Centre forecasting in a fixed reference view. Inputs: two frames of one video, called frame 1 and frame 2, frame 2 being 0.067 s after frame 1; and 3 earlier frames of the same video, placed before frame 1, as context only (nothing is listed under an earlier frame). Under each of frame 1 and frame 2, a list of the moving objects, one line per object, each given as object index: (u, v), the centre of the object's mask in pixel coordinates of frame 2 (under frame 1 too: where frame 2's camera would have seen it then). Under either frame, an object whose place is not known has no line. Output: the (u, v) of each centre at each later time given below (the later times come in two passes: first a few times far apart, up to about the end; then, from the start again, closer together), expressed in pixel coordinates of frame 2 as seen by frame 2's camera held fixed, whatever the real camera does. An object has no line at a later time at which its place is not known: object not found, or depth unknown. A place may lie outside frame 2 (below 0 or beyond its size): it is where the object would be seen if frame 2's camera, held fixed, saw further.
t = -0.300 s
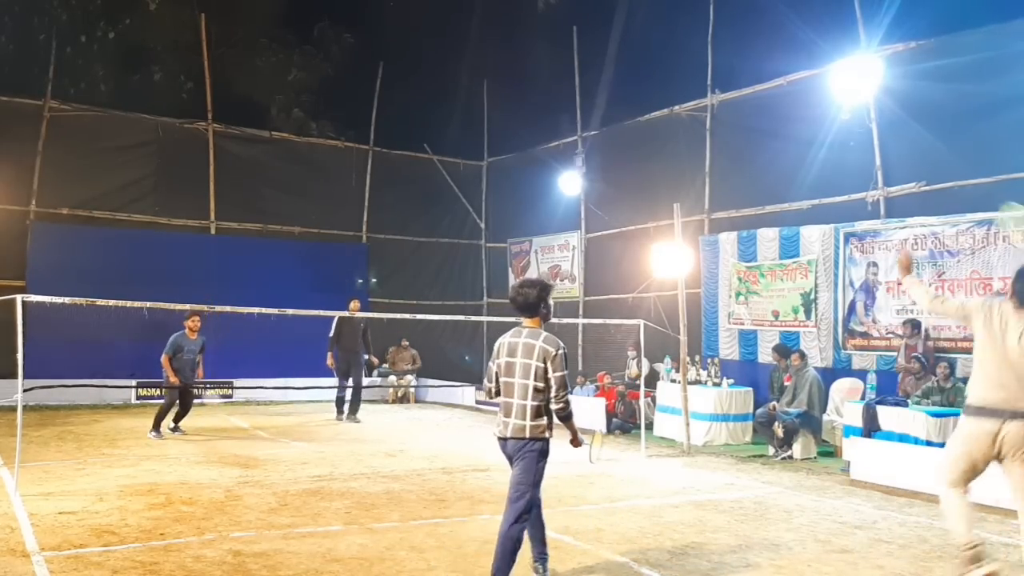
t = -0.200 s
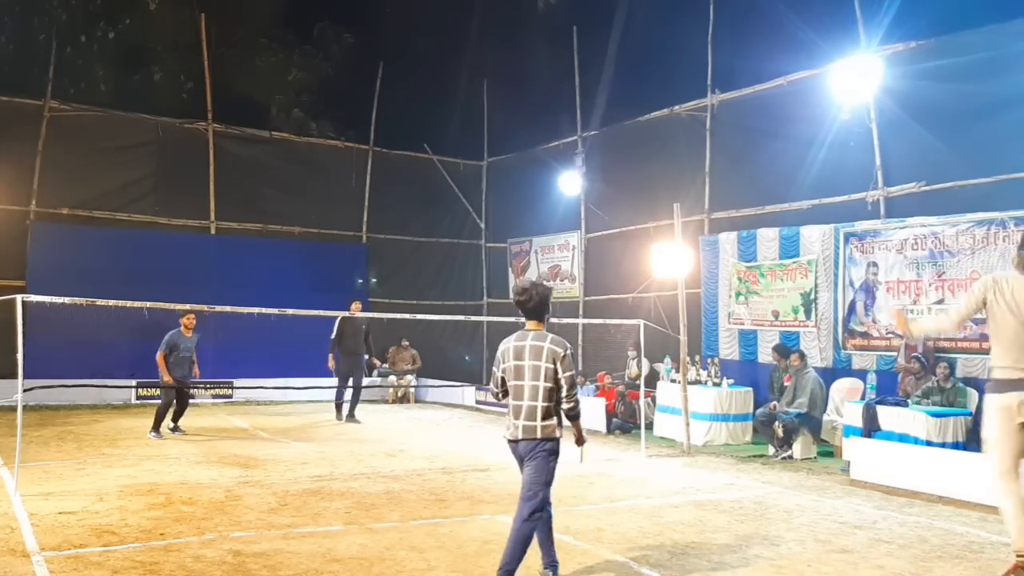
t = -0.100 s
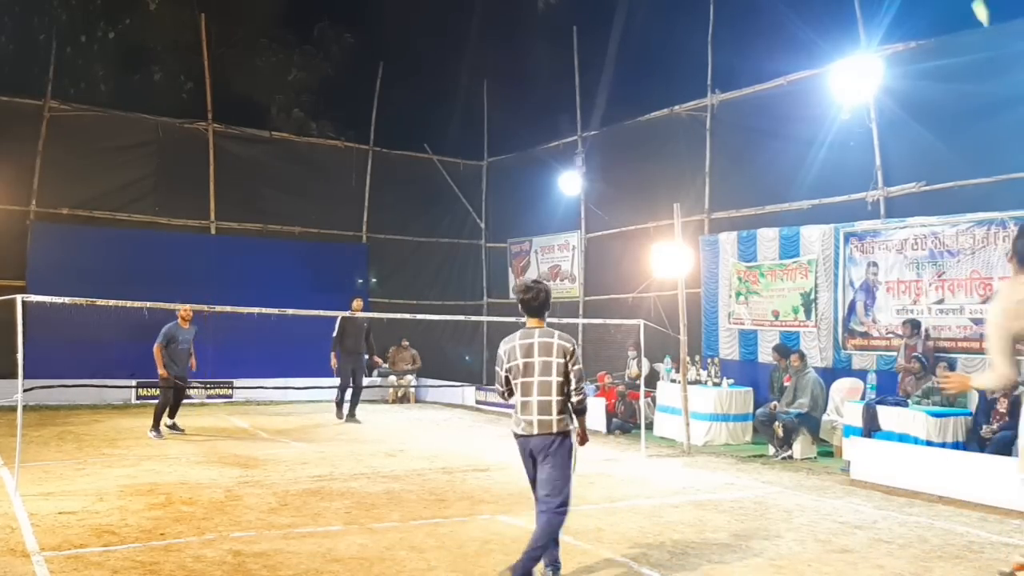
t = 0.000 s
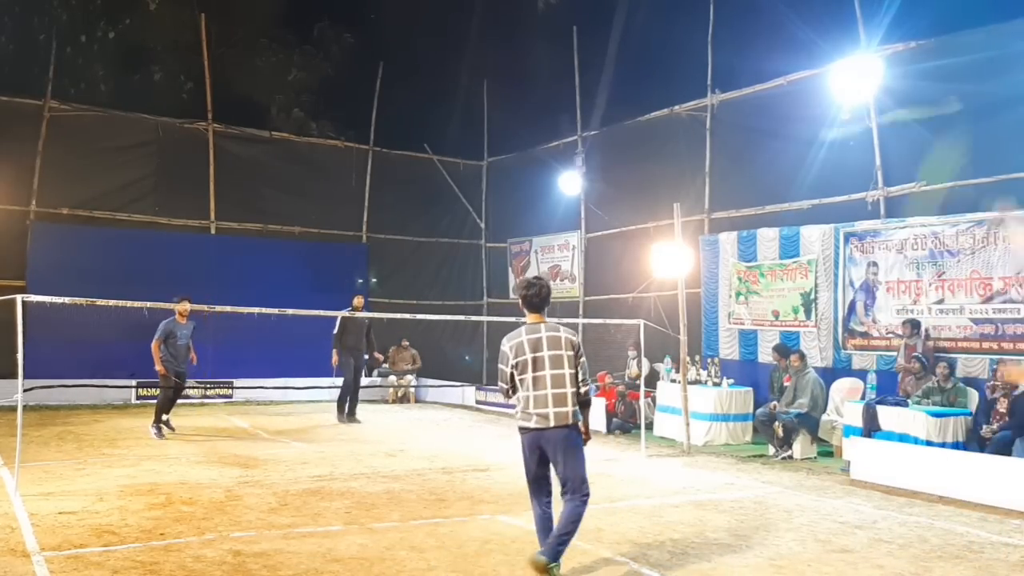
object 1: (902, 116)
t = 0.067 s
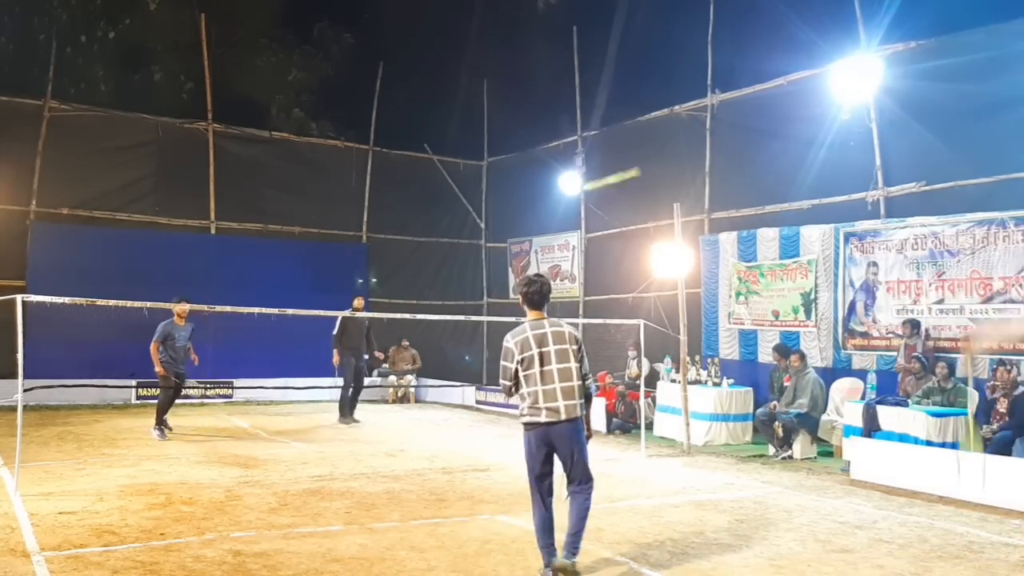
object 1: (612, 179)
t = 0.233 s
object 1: (366, 257)
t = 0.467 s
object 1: (236, 334)
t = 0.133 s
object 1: (479, 219)
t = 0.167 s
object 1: (434, 232)
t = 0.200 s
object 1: (397, 245)
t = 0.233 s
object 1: (366, 257)
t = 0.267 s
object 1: (340, 269)
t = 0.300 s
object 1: (318, 280)
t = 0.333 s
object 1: (298, 290)
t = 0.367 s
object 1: (280, 301)
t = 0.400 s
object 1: (263, 313)
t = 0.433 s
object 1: (249, 323)
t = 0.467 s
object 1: (236, 334)
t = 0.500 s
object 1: (225, 345)
